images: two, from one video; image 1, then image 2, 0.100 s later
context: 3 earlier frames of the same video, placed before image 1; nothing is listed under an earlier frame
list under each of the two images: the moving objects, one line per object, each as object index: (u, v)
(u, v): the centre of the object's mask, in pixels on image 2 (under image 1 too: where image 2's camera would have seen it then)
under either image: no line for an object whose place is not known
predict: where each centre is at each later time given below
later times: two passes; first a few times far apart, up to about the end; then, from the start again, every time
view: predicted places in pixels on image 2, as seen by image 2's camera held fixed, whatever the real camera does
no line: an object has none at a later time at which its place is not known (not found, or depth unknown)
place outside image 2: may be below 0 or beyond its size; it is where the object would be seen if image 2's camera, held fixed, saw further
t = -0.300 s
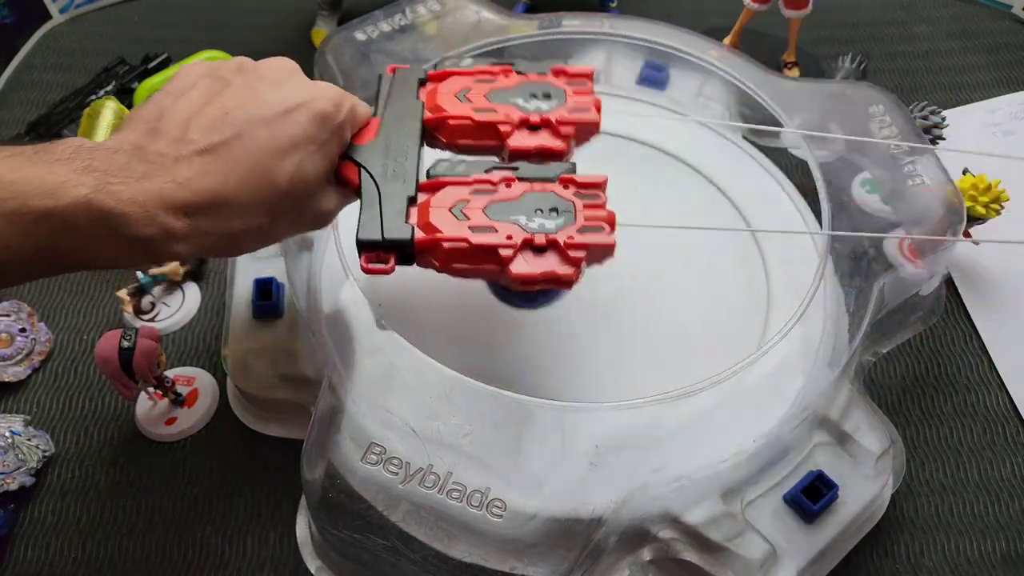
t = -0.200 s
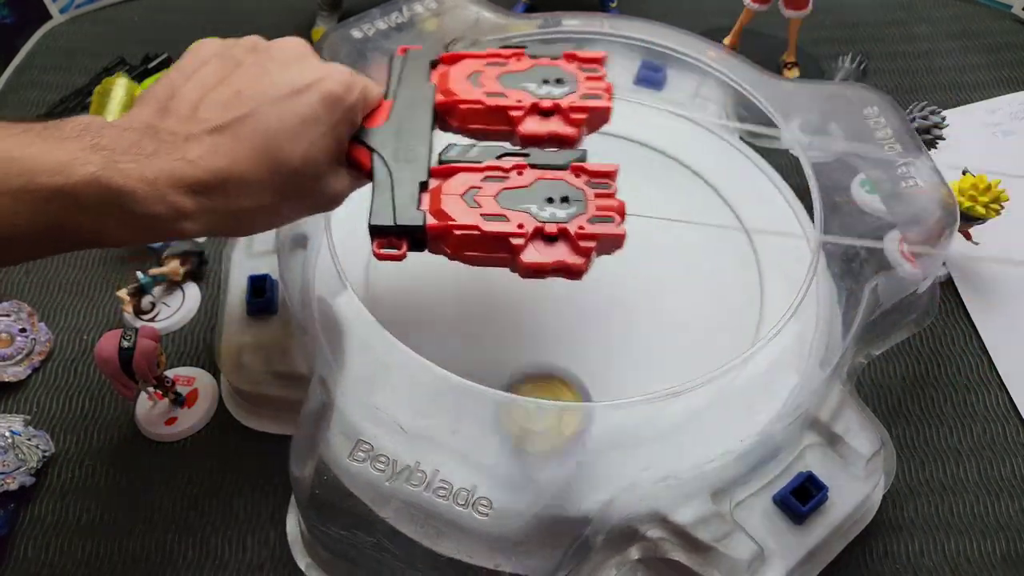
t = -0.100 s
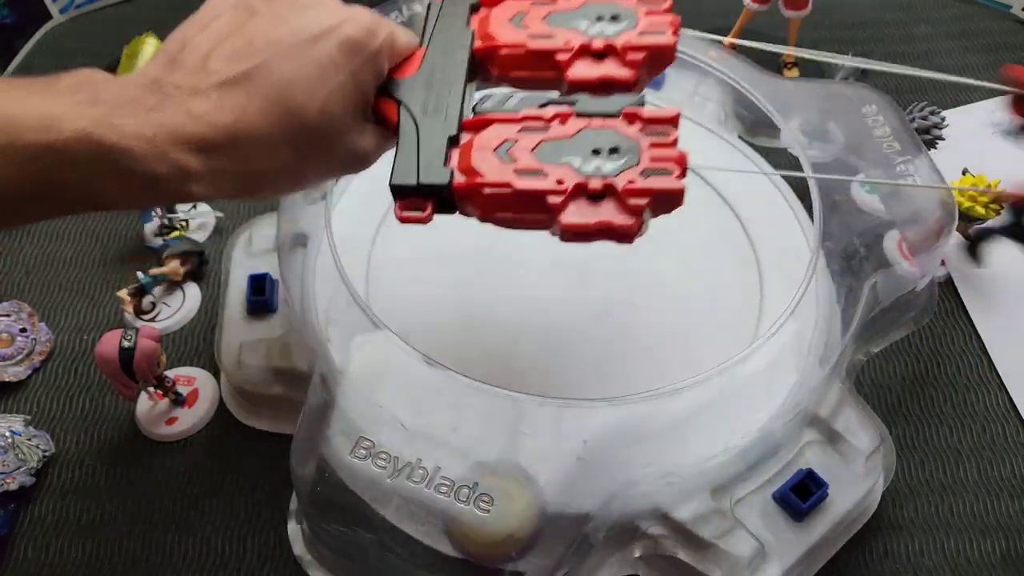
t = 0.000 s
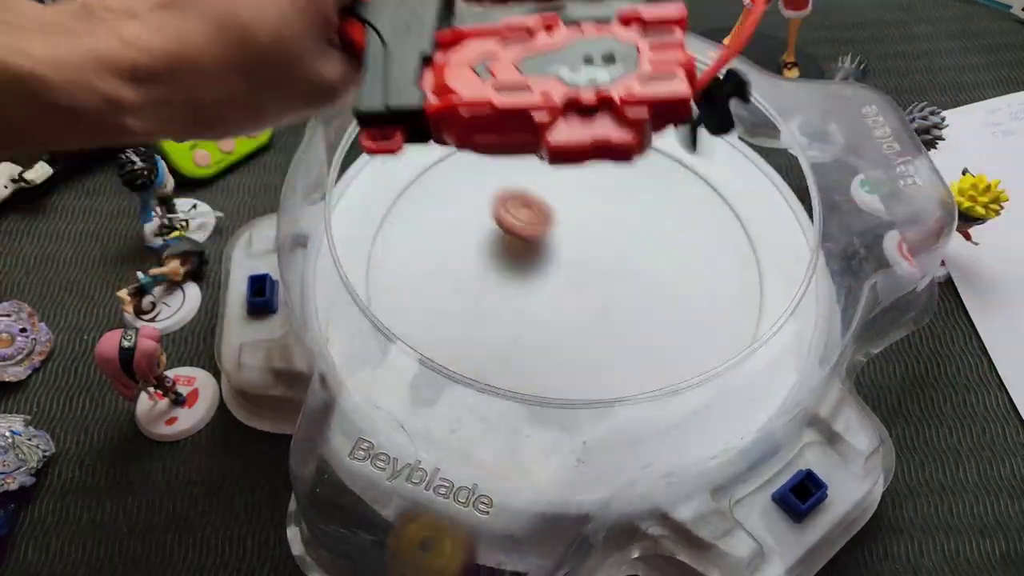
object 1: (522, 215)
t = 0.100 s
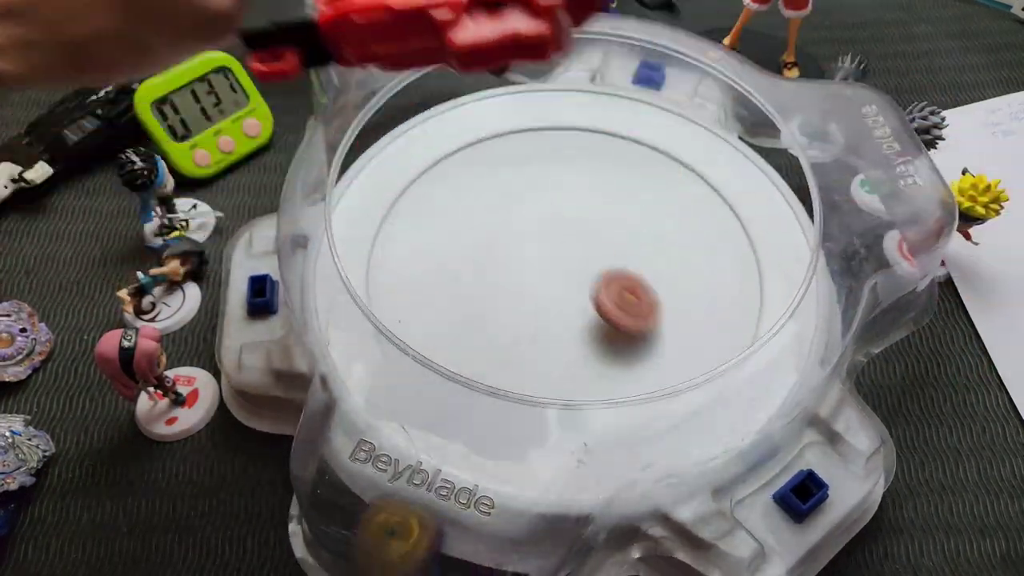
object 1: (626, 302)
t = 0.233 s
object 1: (729, 347)
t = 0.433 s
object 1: (654, 277)
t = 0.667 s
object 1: (580, 149)
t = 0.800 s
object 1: (507, 141)
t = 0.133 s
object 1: (660, 325)
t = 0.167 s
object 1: (691, 343)
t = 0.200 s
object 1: (712, 346)
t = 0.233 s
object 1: (729, 347)
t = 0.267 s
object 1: (727, 341)
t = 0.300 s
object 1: (716, 338)
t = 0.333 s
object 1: (704, 333)
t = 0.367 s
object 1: (686, 315)
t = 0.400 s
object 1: (670, 297)
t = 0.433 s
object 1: (654, 277)
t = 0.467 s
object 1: (640, 257)
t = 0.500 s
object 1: (630, 237)
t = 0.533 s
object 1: (621, 216)
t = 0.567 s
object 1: (615, 196)
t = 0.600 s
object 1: (607, 177)
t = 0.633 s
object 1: (595, 161)
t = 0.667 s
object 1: (580, 149)
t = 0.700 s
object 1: (563, 139)
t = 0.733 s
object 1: (545, 135)
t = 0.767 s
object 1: (526, 135)
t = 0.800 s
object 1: (507, 141)
